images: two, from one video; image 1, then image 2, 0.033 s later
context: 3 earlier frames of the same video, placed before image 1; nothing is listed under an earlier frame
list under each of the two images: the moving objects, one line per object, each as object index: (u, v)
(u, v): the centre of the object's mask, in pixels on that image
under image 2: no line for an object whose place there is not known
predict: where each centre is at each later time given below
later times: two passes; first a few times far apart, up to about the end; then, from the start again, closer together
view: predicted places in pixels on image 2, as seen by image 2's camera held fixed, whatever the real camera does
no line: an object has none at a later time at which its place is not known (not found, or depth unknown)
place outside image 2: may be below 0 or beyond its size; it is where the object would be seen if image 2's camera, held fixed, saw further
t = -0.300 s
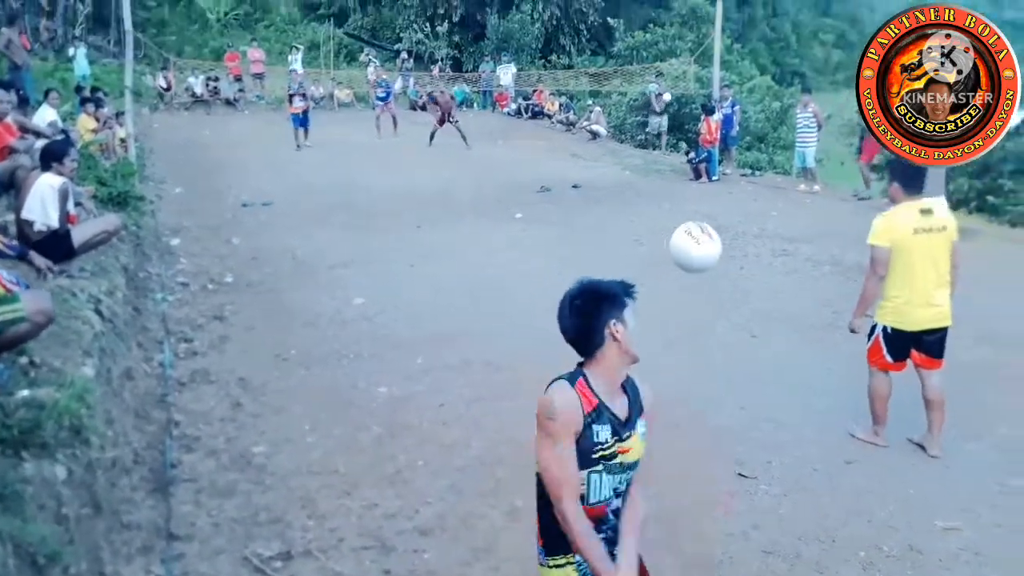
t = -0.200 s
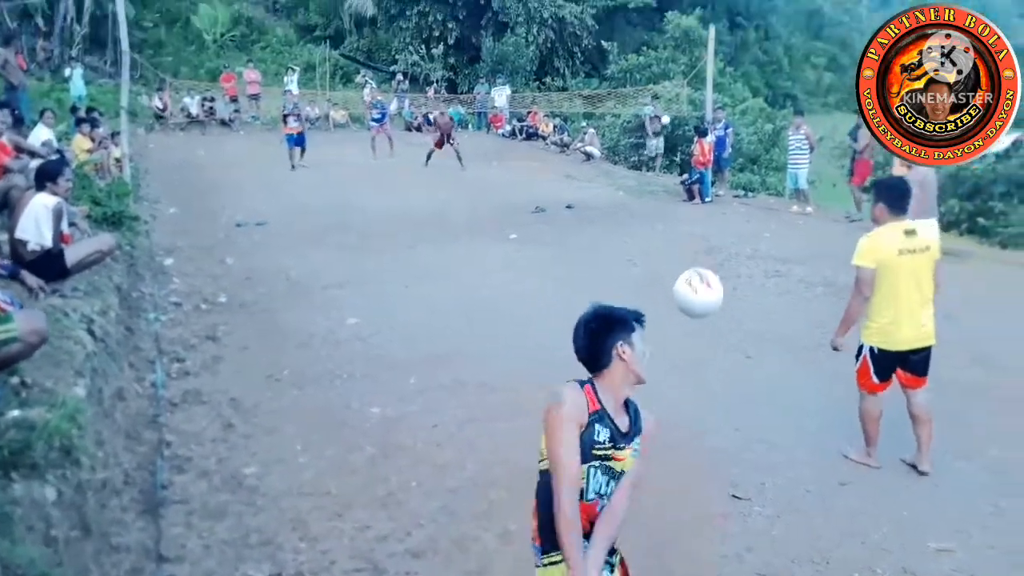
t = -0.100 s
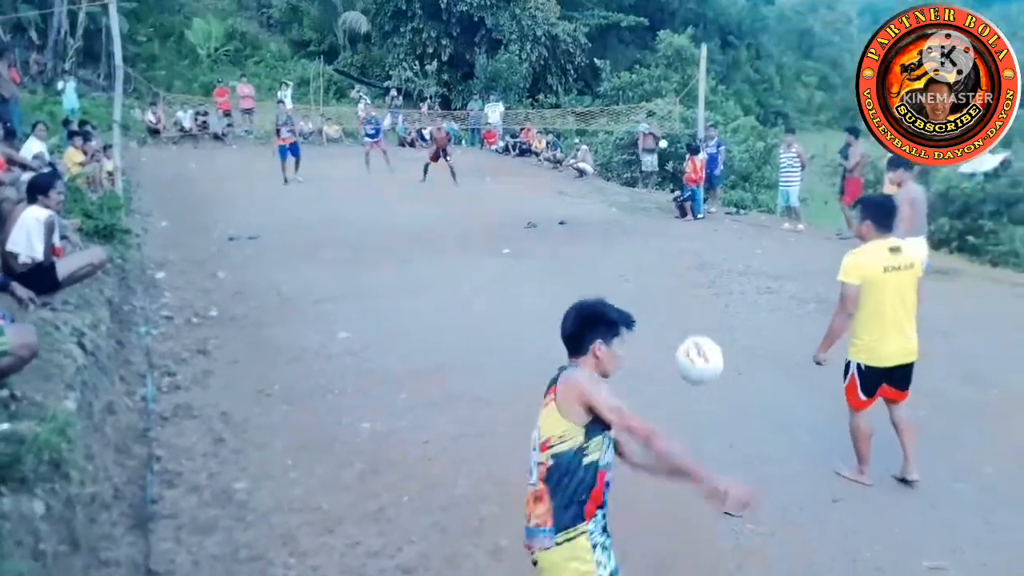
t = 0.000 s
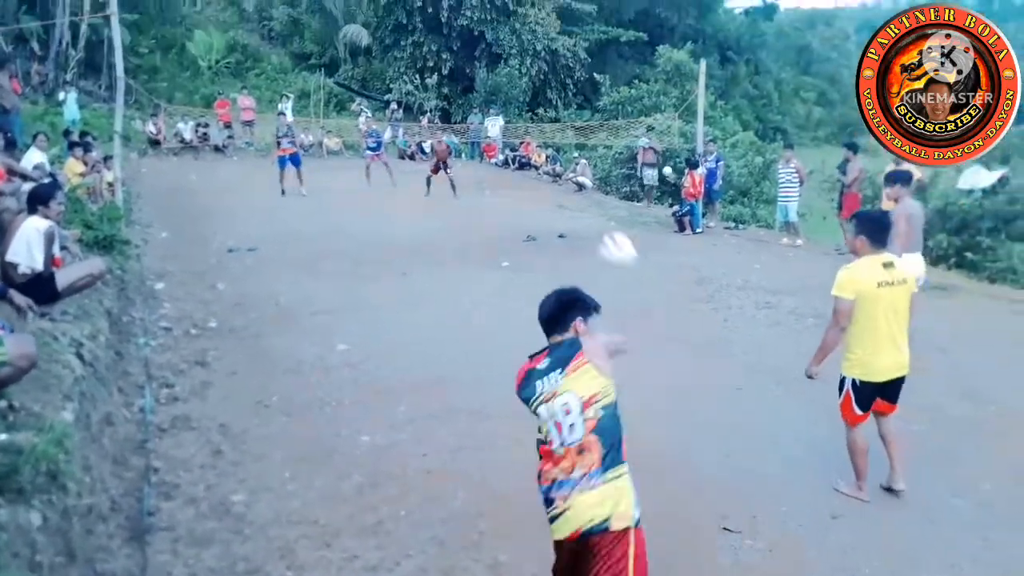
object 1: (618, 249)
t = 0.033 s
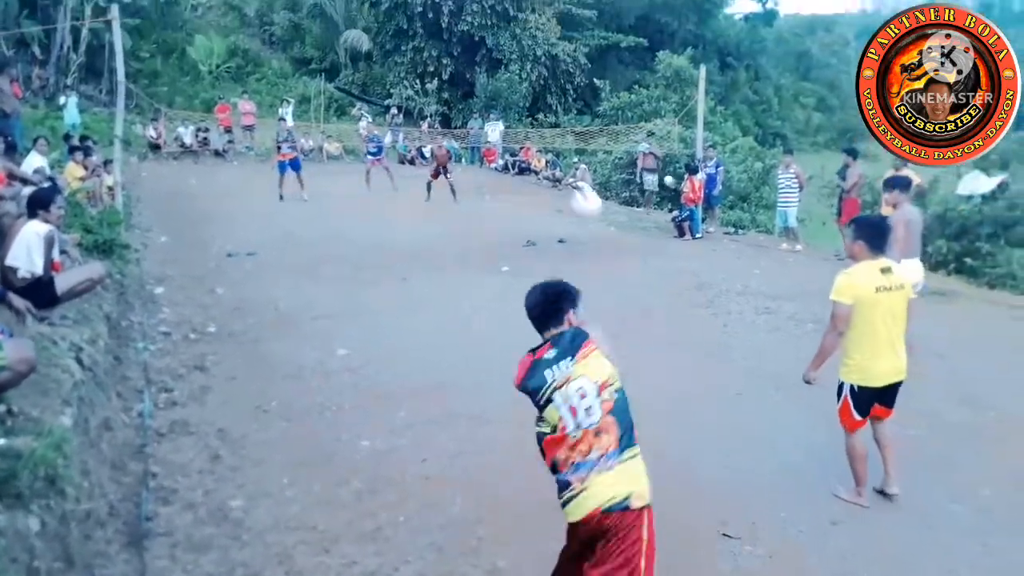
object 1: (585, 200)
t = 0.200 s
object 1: (499, 76)
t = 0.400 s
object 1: (451, 43)
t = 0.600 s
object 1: (421, 55)
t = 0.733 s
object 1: (408, 76)
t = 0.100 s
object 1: (542, 132)
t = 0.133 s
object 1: (525, 109)
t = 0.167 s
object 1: (511, 91)
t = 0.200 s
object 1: (499, 76)
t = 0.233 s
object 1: (489, 65)
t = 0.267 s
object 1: (480, 57)
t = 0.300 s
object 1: (472, 51)
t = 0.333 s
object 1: (464, 47)
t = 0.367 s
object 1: (457, 45)
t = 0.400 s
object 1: (451, 43)
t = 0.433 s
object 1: (445, 42)
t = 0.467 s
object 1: (439, 43)
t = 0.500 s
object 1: (434, 45)
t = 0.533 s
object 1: (430, 48)
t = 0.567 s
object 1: (425, 51)
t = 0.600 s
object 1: (421, 55)
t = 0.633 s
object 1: (418, 60)
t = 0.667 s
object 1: (414, 65)
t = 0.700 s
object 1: (411, 71)
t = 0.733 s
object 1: (408, 76)
